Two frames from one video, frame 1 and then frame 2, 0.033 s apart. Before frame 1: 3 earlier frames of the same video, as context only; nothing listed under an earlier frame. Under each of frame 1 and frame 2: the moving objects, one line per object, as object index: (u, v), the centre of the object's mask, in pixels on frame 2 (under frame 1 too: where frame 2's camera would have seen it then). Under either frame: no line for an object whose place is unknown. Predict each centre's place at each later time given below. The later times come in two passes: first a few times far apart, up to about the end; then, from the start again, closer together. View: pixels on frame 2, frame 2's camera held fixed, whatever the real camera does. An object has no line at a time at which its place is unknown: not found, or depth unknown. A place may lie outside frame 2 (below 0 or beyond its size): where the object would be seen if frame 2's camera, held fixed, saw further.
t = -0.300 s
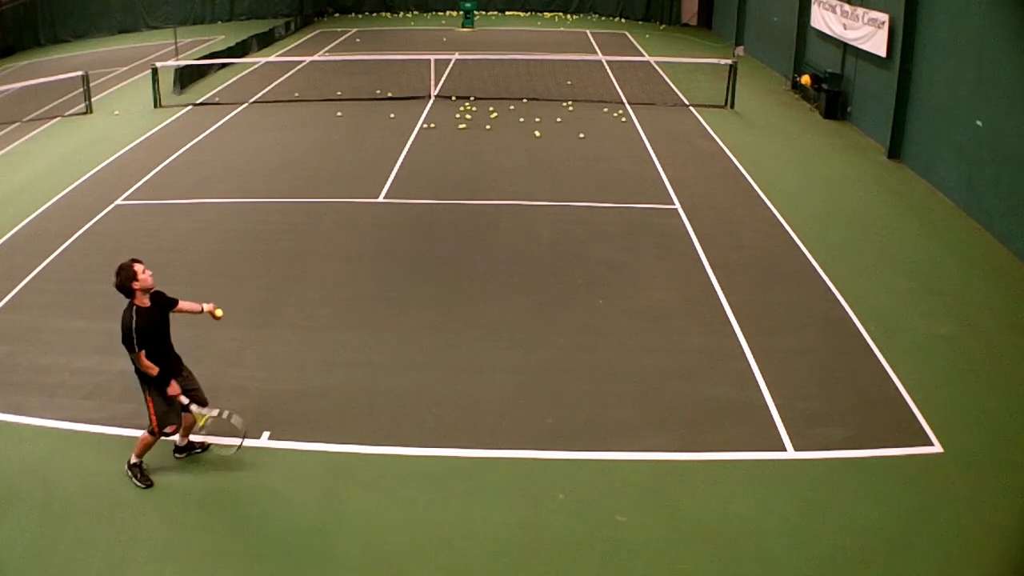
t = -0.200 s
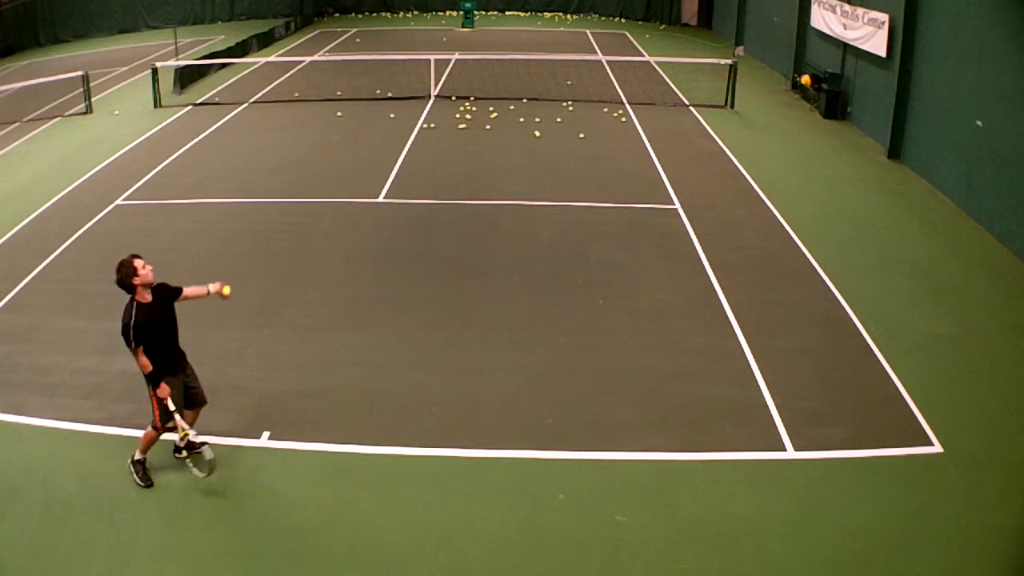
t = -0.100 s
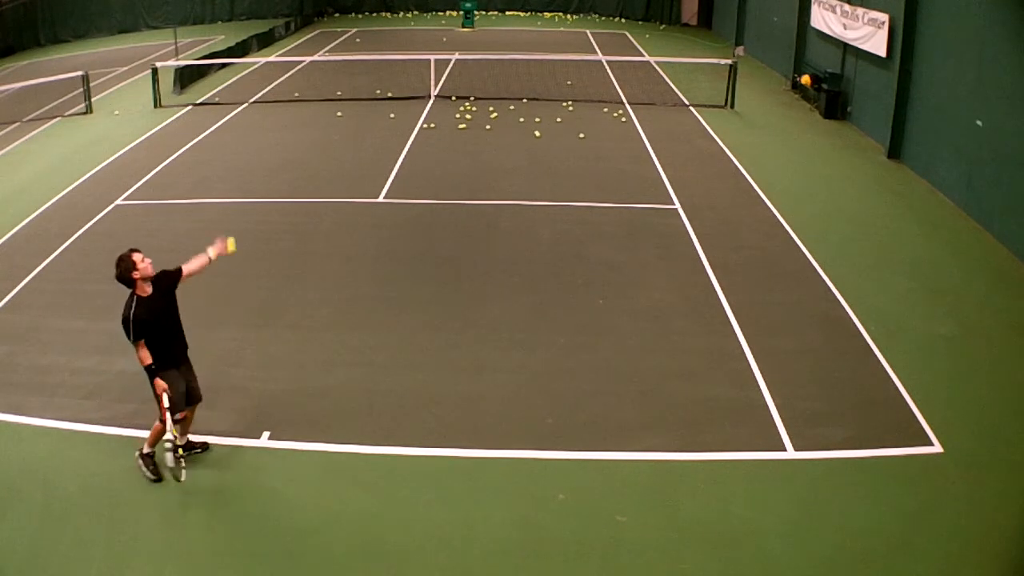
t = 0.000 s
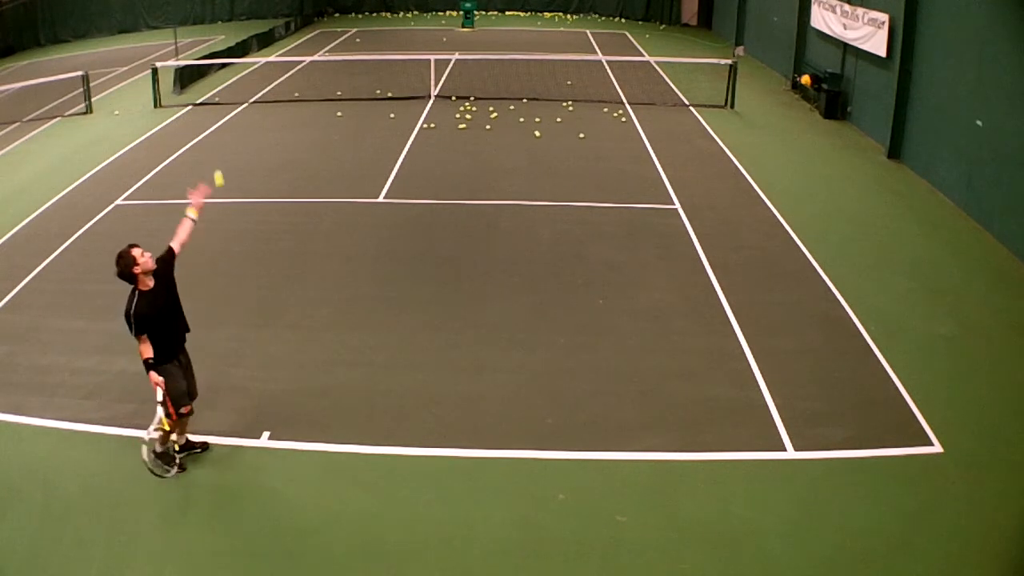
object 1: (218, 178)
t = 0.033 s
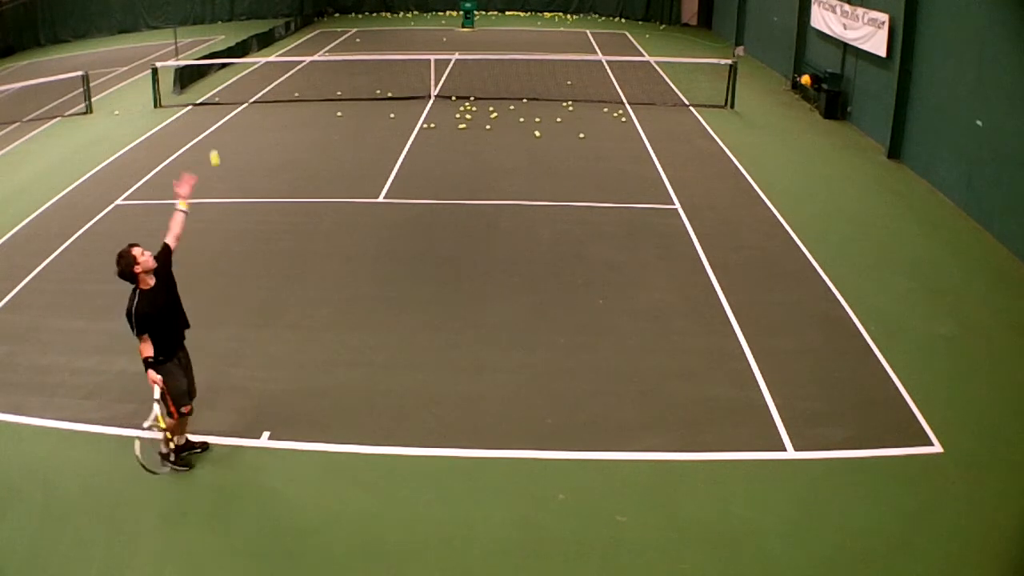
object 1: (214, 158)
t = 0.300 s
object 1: (189, 39)
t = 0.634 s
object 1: (170, 24)
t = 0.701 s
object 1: (167, 40)
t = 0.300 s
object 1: (189, 39)
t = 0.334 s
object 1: (186, 31)
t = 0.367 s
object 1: (185, 24)
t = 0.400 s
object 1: (182, 19)
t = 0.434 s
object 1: (180, 15)
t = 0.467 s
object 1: (178, 13)
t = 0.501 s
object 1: (176, 12)
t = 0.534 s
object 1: (174, 13)
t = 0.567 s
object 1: (173, 15)
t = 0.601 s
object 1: (171, 19)
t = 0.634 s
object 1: (170, 24)
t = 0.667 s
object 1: (168, 31)
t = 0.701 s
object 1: (167, 40)
